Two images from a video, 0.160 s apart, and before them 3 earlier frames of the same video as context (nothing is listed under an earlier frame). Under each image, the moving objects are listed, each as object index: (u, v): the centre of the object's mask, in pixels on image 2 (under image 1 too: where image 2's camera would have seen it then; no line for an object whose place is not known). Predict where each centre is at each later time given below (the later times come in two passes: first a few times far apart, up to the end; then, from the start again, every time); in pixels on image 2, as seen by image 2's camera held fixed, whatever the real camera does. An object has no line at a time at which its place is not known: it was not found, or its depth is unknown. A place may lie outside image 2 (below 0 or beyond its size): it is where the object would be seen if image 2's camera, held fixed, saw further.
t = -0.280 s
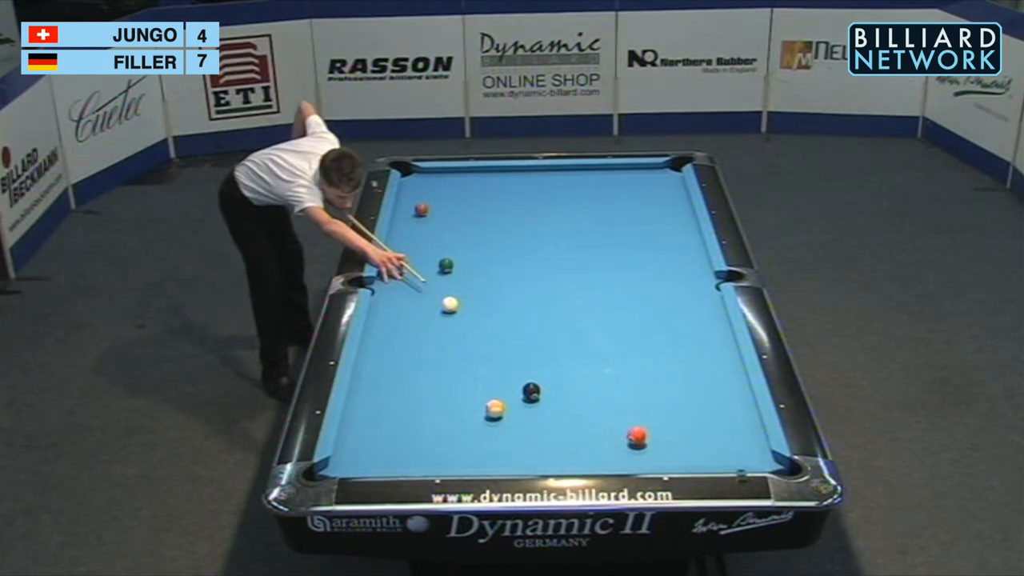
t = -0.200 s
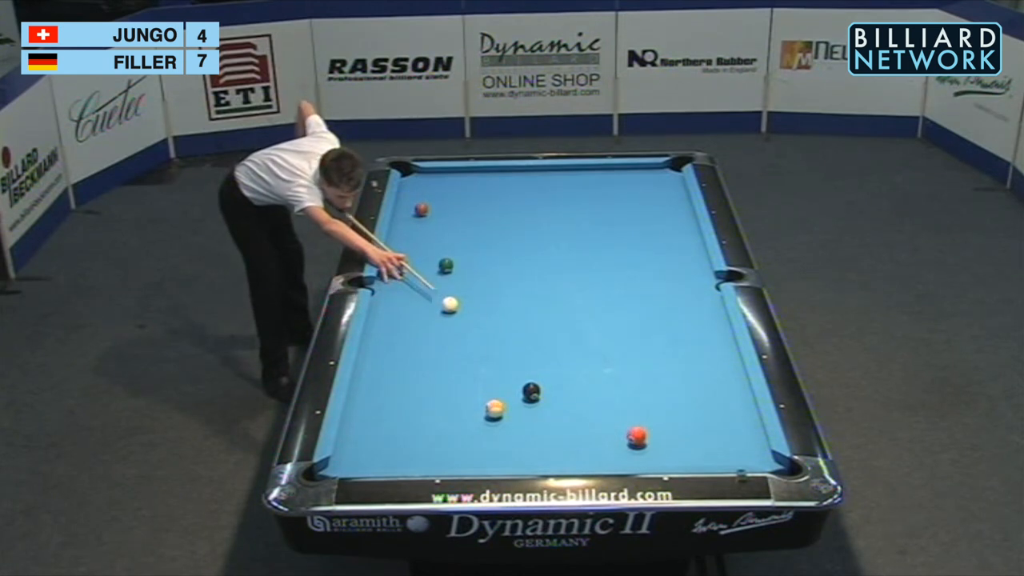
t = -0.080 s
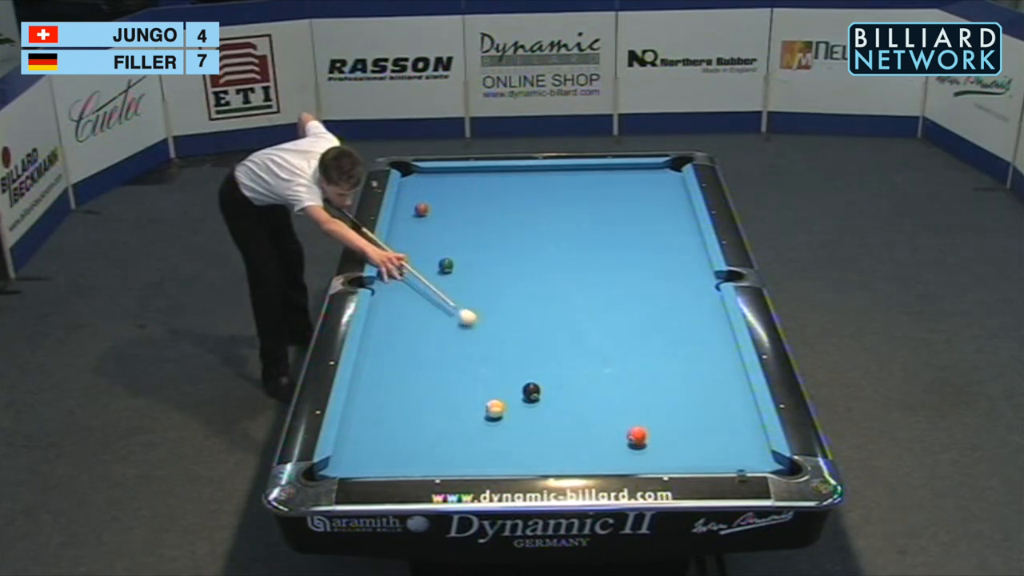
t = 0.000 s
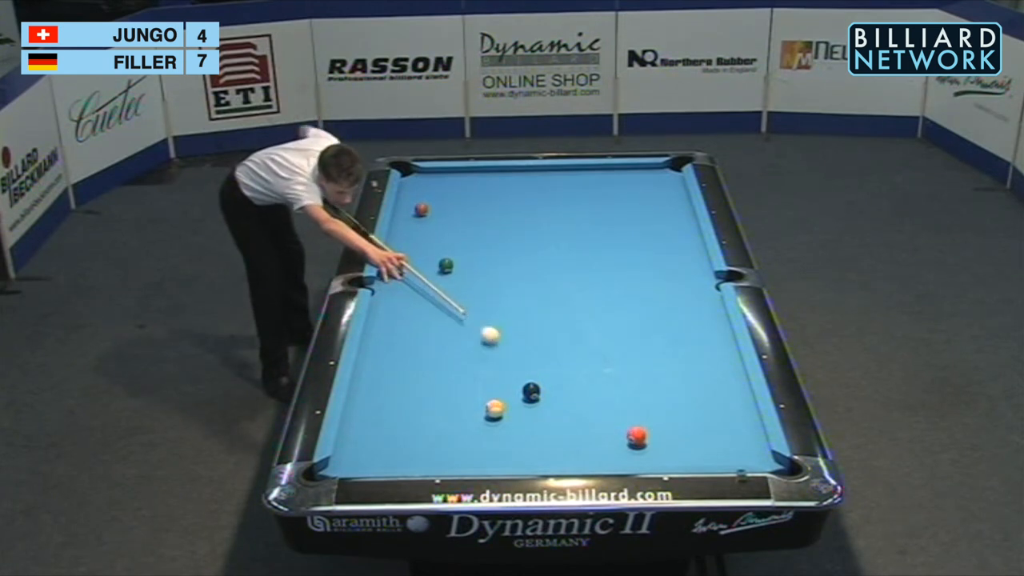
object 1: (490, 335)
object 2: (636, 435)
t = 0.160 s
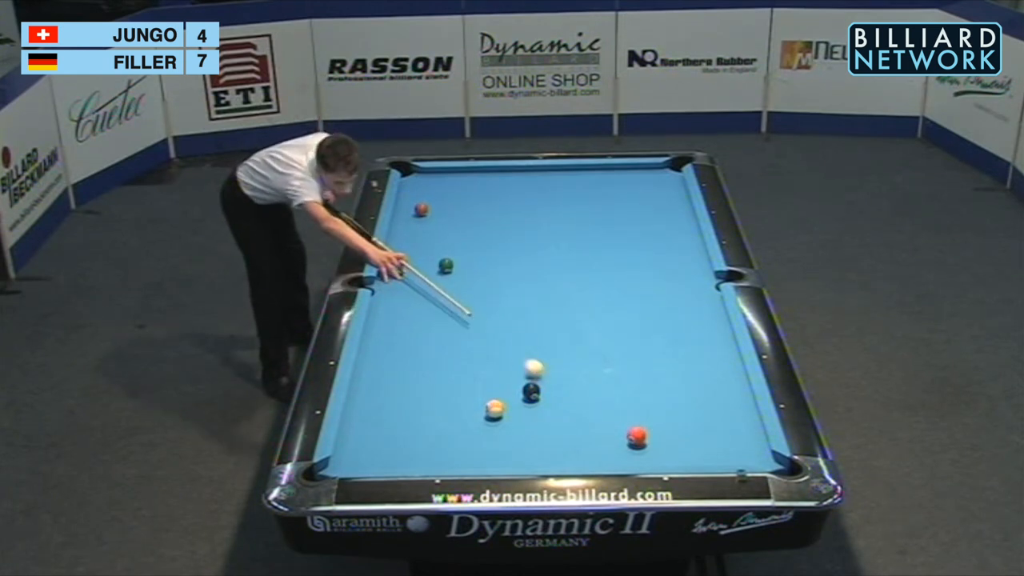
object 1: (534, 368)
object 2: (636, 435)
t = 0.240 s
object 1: (557, 385)
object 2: (637, 435)
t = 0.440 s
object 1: (617, 432)
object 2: (638, 436)
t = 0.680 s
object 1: (608, 455)
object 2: (715, 451)
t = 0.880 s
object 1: (599, 434)
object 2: (769, 462)
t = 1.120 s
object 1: (589, 412)
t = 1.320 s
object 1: (582, 395)
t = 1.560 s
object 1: (573, 377)
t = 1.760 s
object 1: (567, 363)
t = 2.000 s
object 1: (559, 348)
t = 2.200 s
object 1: (554, 336)
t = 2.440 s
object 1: (547, 323)
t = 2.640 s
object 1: (542, 313)
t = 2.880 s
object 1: (537, 302)
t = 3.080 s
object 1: (533, 293)
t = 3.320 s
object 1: (528, 283)
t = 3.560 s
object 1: (524, 275)
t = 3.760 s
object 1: (520, 268)
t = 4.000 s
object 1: (517, 261)
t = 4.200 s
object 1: (514, 256)
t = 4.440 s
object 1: (511, 249)
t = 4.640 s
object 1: (508, 245)
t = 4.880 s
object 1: (506, 240)
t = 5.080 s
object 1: (504, 236)
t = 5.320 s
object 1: (502, 232)
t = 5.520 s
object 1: (500, 229)
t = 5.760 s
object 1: (498, 226)
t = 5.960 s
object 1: (497, 223)
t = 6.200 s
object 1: (495, 221)
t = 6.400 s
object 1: (494, 219)
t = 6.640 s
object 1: (492, 218)
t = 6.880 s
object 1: (491, 217)
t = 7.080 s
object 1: (491, 216)
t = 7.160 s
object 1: (491, 216)
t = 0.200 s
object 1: (545, 376)
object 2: (636, 435)
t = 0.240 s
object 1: (557, 385)
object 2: (637, 435)
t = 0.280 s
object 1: (568, 394)
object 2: (637, 435)
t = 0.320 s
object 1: (580, 404)
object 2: (636, 435)
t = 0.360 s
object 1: (593, 413)
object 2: (636, 435)
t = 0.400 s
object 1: (605, 423)
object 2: (637, 435)
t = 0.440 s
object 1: (617, 432)
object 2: (638, 436)
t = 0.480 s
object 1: (615, 439)
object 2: (653, 439)
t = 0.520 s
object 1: (613, 446)
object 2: (667, 442)
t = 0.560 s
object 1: (612, 454)
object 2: (681, 444)
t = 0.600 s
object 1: (612, 459)
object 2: (693, 447)
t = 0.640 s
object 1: (611, 458)
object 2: (704, 449)
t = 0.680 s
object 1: (608, 455)
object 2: (715, 451)
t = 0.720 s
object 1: (606, 450)
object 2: (726, 454)
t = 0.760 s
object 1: (605, 446)
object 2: (737, 455)
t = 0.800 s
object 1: (603, 442)
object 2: (747, 457)
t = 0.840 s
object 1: (601, 438)
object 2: (758, 460)
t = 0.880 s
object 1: (599, 434)
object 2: (769, 462)
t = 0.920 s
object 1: (598, 430)
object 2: (781, 467)
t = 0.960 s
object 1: (596, 426)
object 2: (788, 473)
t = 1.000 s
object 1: (594, 423)
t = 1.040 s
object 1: (592, 419)
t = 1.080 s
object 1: (591, 416)
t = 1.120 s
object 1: (589, 412)
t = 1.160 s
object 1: (588, 408)
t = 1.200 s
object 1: (586, 406)
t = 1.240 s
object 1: (585, 402)
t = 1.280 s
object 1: (583, 398)
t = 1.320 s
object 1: (582, 395)
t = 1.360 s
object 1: (581, 392)
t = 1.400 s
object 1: (579, 389)
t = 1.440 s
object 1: (577, 386)
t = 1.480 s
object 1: (576, 383)
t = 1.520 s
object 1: (575, 380)
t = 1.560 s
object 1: (573, 377)
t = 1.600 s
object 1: (572, 374)
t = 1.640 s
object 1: (571, 371)
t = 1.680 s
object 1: (569, 368)
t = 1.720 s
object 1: (568, 366)
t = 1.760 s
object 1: (567, 363)
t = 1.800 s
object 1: (565, 360)
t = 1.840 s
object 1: (564, 358)
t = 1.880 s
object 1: (563, 355)
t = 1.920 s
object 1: (562, 352)
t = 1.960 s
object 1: (561, 350)
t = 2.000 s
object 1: (559, 348)
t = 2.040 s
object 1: (558, 345)
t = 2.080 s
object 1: (557, 343)
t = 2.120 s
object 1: (556, 340)
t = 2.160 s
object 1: (555, 338)
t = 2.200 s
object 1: (554, 336)
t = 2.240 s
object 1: (553, 334)
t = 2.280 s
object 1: (551, 331)
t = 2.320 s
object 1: (550, 329)
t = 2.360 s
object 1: (549, 327)
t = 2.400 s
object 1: (548, 325)
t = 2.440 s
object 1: (547, 323)
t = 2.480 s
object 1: (546, 321)
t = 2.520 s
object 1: (545, 319)
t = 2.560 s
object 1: (544, 317)
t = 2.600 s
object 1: (543, 314)
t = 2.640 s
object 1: (542, 313)
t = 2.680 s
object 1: (541, 311)
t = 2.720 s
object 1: (540, 309)
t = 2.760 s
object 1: (539, 307)
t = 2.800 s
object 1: (538, 305)
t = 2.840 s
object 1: (538, 303)
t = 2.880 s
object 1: (537, 302)
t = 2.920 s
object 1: (536, 300)
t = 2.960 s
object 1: (535, 298)
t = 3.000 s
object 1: (534, 296)
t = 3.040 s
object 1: (533, 295)
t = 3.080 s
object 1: (533, 293)
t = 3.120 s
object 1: (532, 291)
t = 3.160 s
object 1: (531, 290)
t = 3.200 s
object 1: (530, 288)
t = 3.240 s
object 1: (530, 287)
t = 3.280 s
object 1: (529, 285)
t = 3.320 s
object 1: (528, 283)
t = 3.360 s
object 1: (527, 282)
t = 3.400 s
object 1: (527, 280)
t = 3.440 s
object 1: (526, 279)
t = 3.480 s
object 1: (525, 278)
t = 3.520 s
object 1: (525, 276)
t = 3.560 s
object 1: (524, 275)
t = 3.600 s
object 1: (523, 274)
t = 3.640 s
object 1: (522, 272)
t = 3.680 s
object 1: (521, 271)
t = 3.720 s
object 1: (521, 270)
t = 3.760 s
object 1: (520, 268)
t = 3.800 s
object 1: (520, 267)
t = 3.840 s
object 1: (519, 266)
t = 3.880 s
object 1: (518, 265)
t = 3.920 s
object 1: (518, 264)
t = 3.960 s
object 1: (517, 262)
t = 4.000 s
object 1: (517, 261)
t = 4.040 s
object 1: (516, 260)
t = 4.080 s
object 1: (516, 259)
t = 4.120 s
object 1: (515, 258)
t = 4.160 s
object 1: (514, 256)
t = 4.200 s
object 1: (514, 256)
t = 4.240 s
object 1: (513, 254)
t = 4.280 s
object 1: (513, 254)
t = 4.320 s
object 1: (512, 252)
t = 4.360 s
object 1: (512, 251)
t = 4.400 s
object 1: (511, 250)
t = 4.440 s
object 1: (511, 249)
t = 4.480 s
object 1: (510, 249)
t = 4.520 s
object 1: (510, 247)
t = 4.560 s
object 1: (509, 246)
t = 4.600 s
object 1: (509, 246)
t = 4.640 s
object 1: (508, 245)
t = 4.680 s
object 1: (508, 244)
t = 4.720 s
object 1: (508, 243)
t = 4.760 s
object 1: (507, 242)
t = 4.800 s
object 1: (506, 241)
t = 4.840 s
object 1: (506, 240)
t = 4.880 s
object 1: (506, 240)
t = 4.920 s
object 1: (505, 239)
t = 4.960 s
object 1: (505, 238)
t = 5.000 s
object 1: (505, 238)
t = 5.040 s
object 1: (504, 236)
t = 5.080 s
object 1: (504, 236)
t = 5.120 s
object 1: (503, 235)
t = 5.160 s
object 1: (503, 235)
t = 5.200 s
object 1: (503, 234)
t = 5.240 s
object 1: (502, 233)
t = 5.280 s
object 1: (502, 232)
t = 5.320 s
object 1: (502, 232)
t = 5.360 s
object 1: (502, 231)
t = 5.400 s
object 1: (501, 230)
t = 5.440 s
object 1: (501, 230)
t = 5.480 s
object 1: (500, 229)
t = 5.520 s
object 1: (500, 229)
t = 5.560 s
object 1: (500, 228)
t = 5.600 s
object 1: (499, 228)
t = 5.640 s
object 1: (499, 227)
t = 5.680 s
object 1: (499, 227)
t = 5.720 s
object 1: (499, 226)
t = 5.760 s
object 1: (498, 226)
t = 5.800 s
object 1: (498, 225)
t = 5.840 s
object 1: (497, 225)
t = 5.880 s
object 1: (497, 224)
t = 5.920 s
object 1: (497, 224)
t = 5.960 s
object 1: (497, 223)
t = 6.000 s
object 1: (496, 223)
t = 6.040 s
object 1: (496, 222)
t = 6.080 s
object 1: (496, 222)
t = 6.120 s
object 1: (496, 222)
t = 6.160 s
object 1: (496, 221)
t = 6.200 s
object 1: (495, 221)
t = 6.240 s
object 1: (495, 221)
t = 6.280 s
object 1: (495, 220)
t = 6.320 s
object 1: (495, 220)
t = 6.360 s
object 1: (494, 220)
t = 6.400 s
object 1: (494, 219)
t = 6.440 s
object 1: (494, 219)
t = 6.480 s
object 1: (493, 219)
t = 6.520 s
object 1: (493, 218)
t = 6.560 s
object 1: (493, 218)
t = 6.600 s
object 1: (493, 218)
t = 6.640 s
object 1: (492, 218)
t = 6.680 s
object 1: (492, 218)
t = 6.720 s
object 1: (492, 217)
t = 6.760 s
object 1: (492, 217)
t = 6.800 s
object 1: (492, 217)
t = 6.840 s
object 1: (491, 217)
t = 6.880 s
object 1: (491, 217)
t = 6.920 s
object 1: (491, 216)
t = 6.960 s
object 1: (491, 216)
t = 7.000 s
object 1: (491, 216)
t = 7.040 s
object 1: (491, 216)
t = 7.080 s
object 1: (491, 216)
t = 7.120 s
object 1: (491, 216)
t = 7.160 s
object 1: (491, 216)
